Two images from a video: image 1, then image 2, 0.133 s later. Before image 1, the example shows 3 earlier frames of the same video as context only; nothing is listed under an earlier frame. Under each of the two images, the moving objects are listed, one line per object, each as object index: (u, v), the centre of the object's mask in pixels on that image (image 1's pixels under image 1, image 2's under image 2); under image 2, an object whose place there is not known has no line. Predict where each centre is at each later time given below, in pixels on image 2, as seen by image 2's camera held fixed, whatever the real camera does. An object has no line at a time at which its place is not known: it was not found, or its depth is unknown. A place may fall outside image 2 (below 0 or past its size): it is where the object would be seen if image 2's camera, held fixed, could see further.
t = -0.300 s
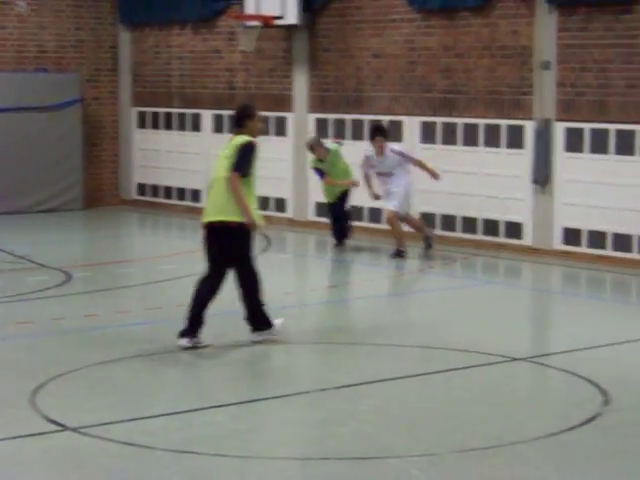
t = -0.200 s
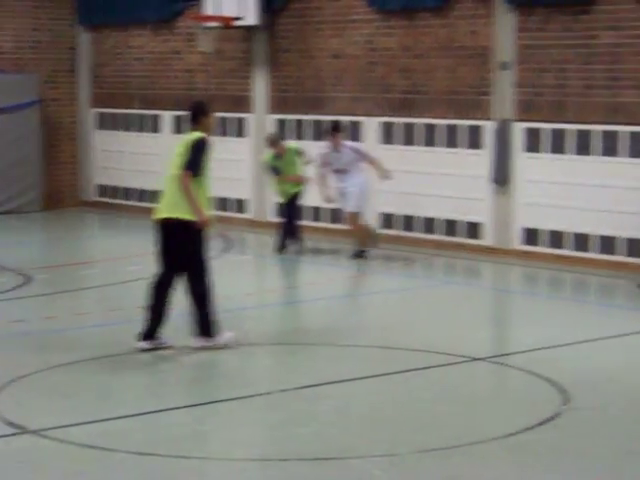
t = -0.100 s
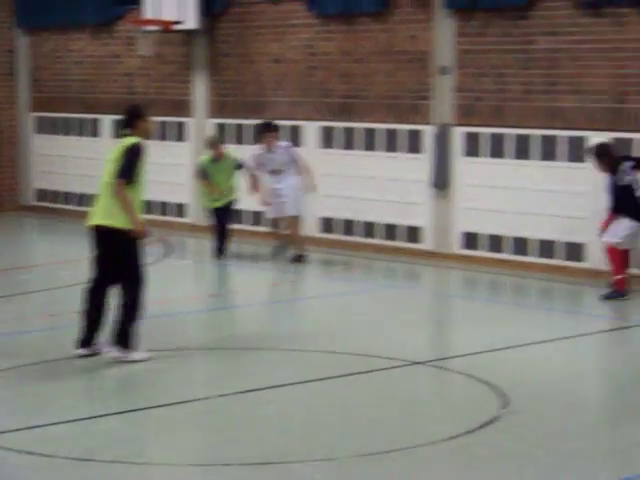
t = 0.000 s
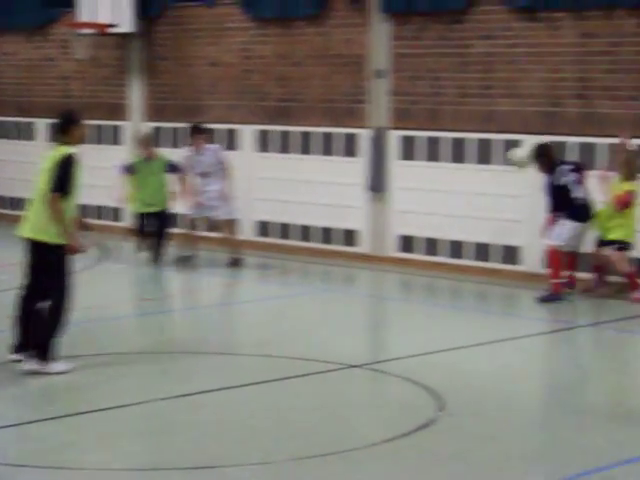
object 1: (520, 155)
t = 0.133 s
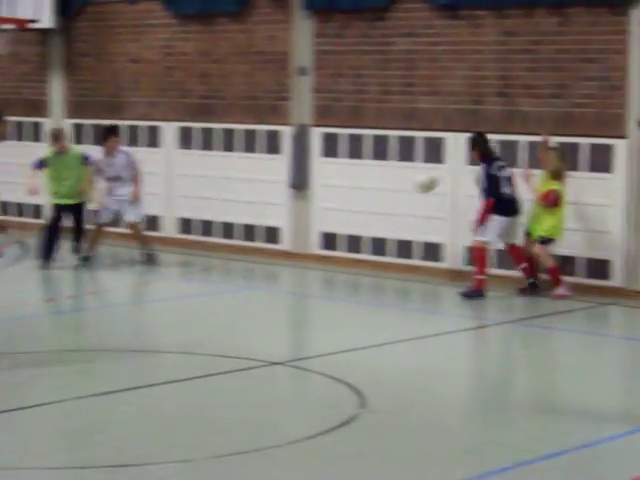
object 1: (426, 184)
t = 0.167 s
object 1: (421, 193)
